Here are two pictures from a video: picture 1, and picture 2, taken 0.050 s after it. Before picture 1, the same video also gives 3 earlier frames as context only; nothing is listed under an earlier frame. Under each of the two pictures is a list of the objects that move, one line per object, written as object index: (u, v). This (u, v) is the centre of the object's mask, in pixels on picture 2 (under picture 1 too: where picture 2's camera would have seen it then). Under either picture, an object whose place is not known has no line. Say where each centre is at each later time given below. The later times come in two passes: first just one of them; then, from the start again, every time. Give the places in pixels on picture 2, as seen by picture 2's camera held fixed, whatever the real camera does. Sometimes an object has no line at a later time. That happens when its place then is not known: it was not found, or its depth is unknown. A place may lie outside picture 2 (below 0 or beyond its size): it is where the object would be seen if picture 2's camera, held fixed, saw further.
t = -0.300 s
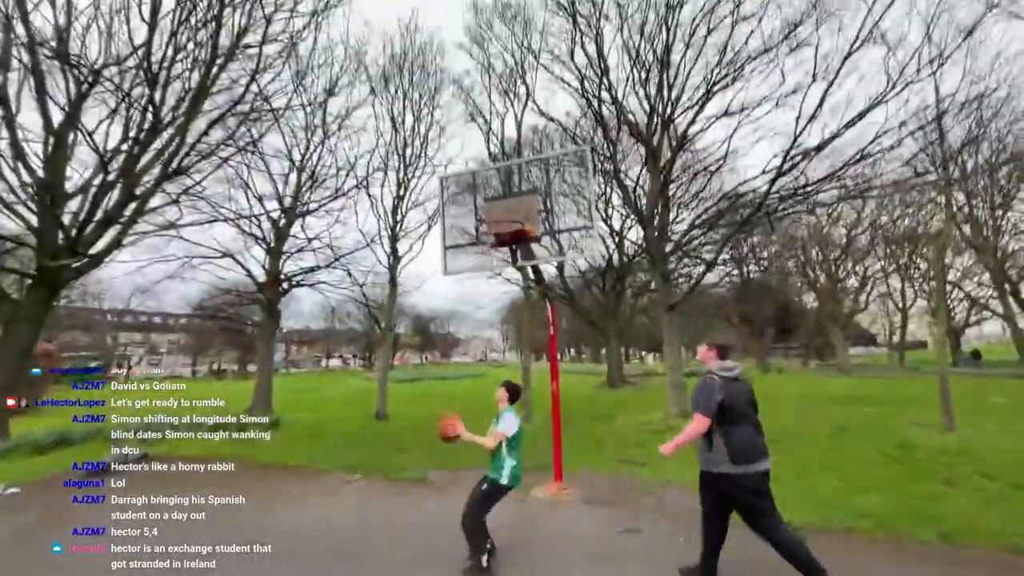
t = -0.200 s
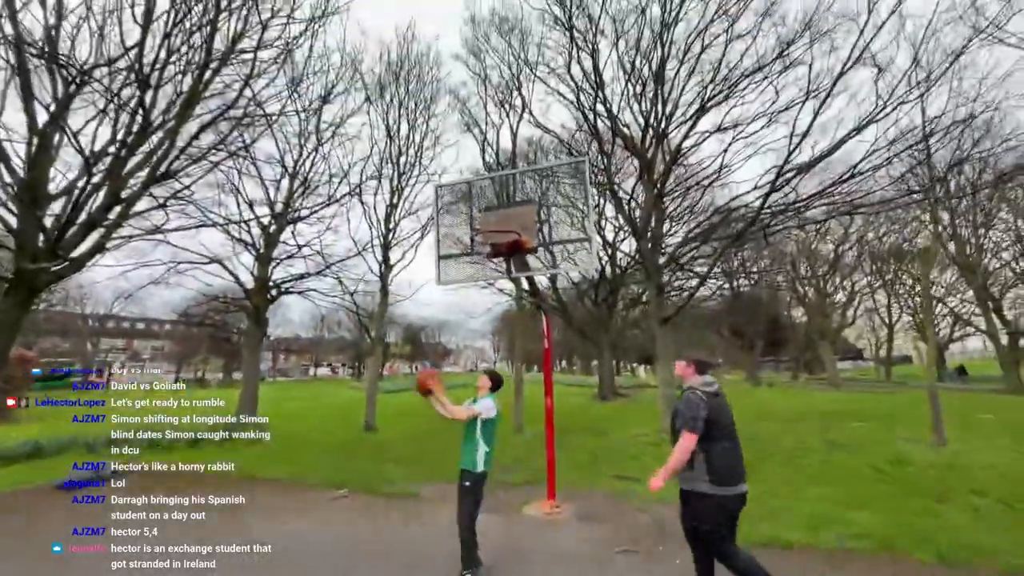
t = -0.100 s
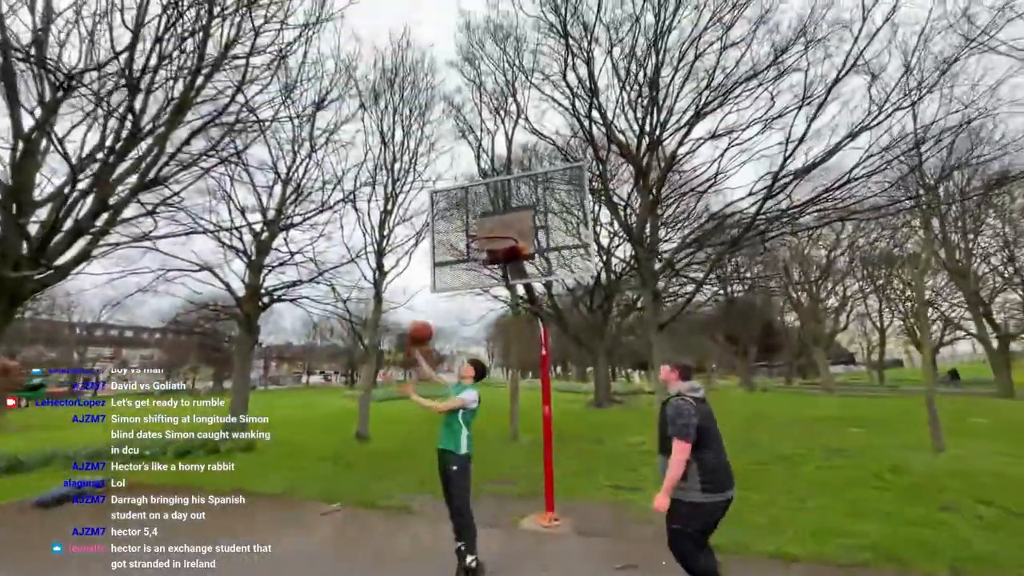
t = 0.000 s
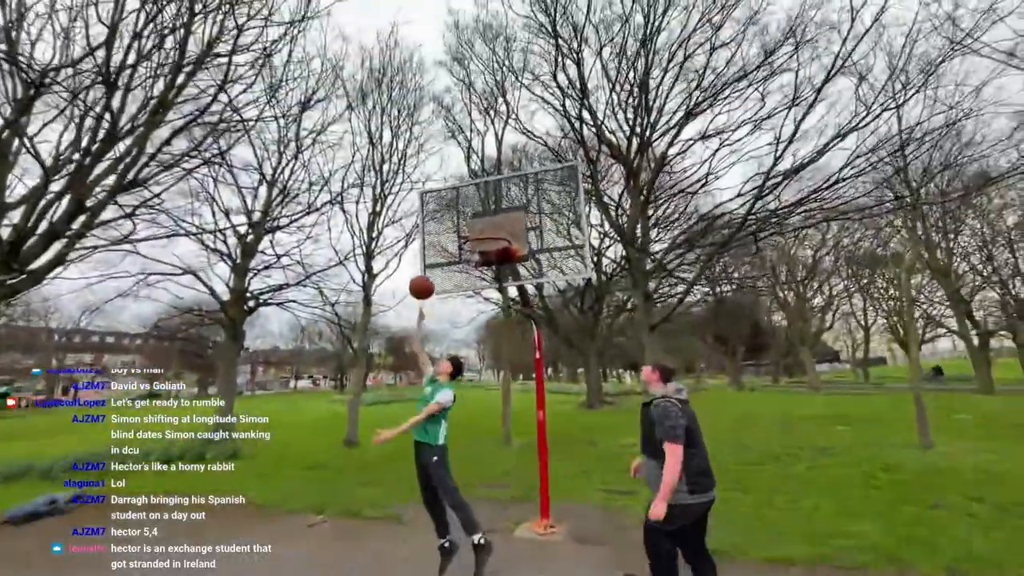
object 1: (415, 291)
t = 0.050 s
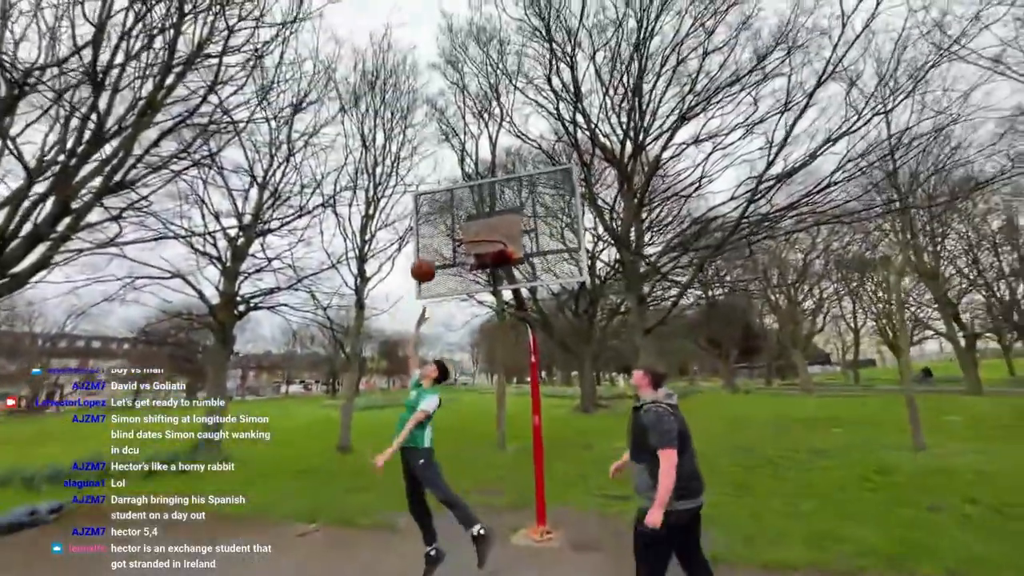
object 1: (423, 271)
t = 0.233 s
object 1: (452, 221)
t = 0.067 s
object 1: (425, 265)
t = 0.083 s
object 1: (428, 259)
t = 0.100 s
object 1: (432, 253)
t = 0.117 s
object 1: (434, 248)
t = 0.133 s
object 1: (437, 243)
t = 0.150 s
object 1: (440, 237)
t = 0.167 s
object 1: (442, 234)
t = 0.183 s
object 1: (445, 230)
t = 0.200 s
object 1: (447, 227)
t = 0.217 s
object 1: (450, 224)
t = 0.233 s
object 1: (452, 221)
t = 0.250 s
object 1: (453, 218)
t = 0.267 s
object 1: (456, 217)
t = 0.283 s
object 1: (459, 214)
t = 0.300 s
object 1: (462, 211)
